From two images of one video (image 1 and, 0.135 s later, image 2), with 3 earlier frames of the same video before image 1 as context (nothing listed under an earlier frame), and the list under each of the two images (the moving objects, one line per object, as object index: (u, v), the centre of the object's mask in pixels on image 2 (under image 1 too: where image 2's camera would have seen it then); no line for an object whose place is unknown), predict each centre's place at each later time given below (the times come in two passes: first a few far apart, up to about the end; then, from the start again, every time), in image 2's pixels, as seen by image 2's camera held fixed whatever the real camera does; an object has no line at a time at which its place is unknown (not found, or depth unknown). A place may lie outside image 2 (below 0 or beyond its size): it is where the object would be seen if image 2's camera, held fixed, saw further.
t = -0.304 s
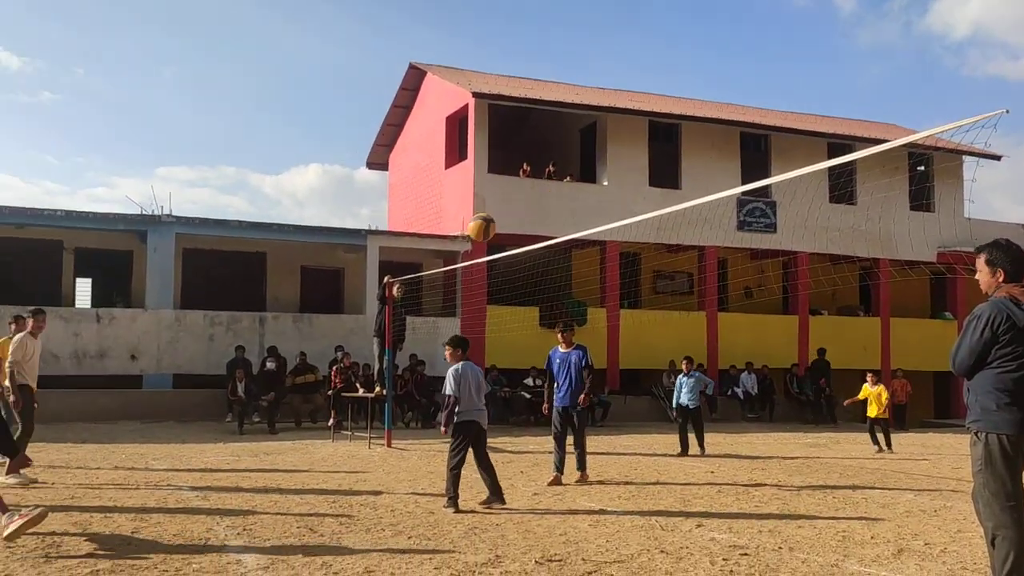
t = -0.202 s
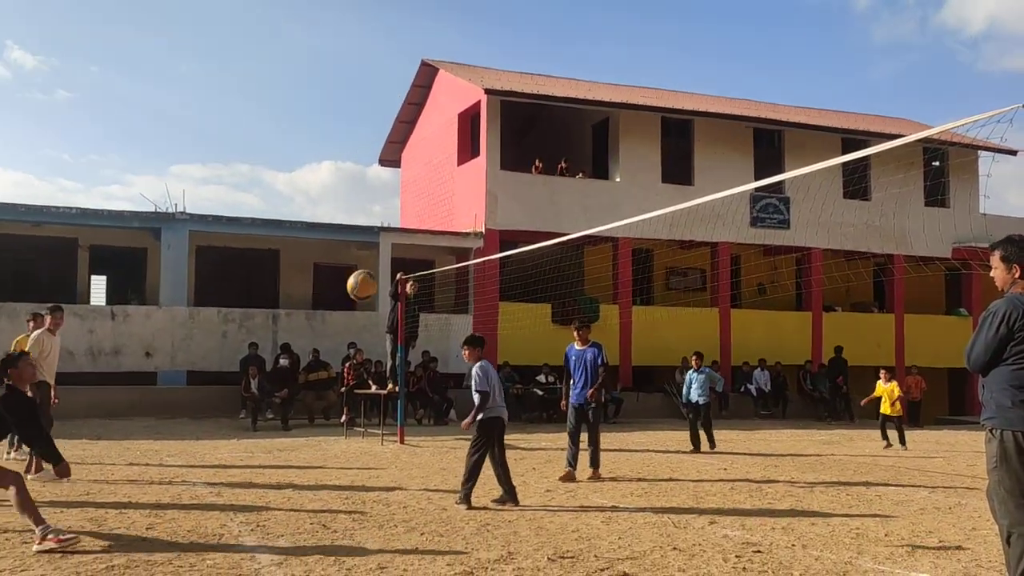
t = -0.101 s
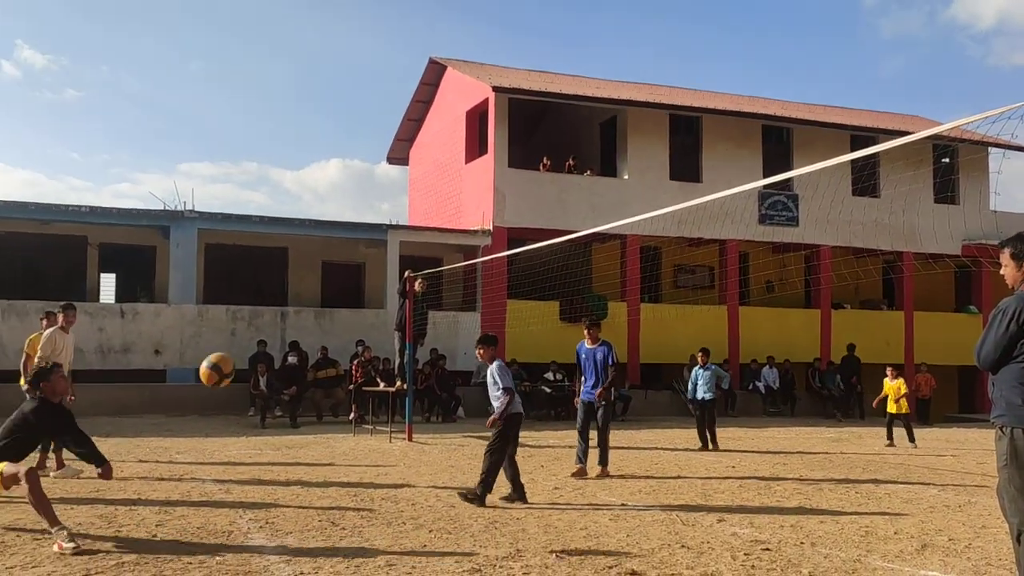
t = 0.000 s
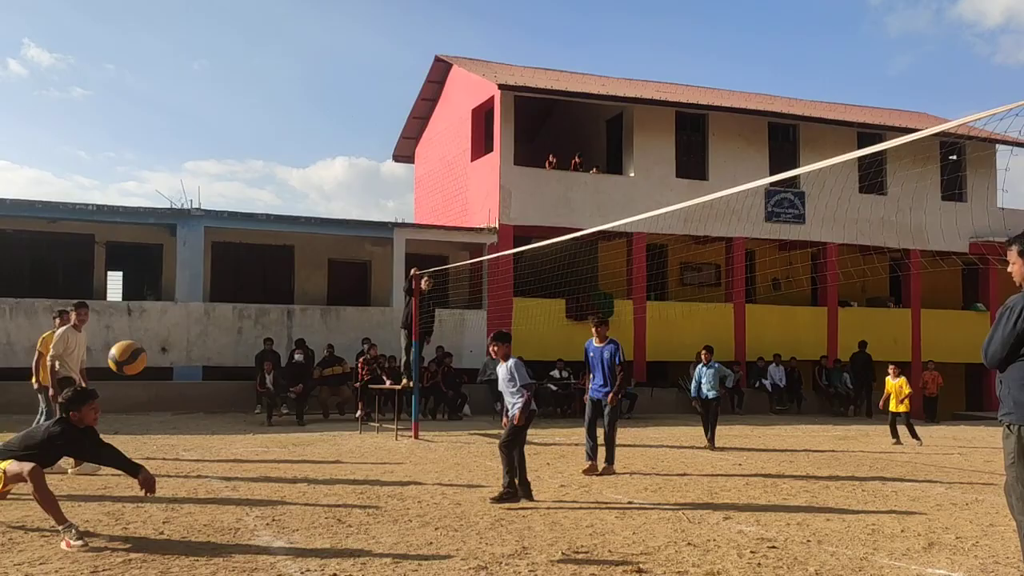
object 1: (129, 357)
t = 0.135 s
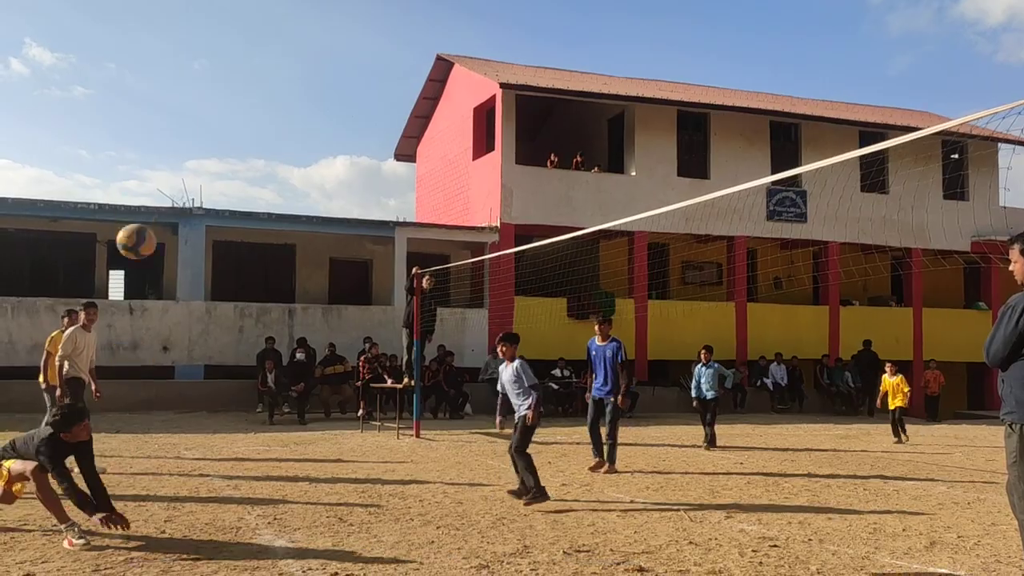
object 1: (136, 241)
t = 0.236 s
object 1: (140, 170)
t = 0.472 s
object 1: (142, 55)
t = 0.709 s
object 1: (140, 23)
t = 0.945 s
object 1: (134, 96)
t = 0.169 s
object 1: (137, 216)
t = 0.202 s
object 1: (139, 193)
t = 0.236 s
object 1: (140, 170)
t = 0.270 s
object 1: (140, 149)
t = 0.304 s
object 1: (141, 130)
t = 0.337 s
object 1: (141, 112)
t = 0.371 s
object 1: (142, 95)
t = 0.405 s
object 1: (141, 80)
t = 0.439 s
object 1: (142, 67)
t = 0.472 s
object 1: (142, 55)
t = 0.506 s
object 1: (141, 45)
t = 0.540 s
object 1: (142, 37)
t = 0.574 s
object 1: (141, 30)
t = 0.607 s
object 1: (141, 25)
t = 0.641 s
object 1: (141, 22)
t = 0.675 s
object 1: (140, 22)
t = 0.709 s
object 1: (140, 23)
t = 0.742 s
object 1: (139, 26)
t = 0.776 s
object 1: (138, 32)
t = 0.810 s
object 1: (138, 40)
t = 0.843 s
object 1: (138, 50)
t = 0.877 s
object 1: (136, 63)
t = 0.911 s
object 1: (136, 78)
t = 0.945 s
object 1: (134, 96)
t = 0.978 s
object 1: (133, 116)
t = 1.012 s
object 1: (132, 140)
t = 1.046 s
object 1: (131, 167)
